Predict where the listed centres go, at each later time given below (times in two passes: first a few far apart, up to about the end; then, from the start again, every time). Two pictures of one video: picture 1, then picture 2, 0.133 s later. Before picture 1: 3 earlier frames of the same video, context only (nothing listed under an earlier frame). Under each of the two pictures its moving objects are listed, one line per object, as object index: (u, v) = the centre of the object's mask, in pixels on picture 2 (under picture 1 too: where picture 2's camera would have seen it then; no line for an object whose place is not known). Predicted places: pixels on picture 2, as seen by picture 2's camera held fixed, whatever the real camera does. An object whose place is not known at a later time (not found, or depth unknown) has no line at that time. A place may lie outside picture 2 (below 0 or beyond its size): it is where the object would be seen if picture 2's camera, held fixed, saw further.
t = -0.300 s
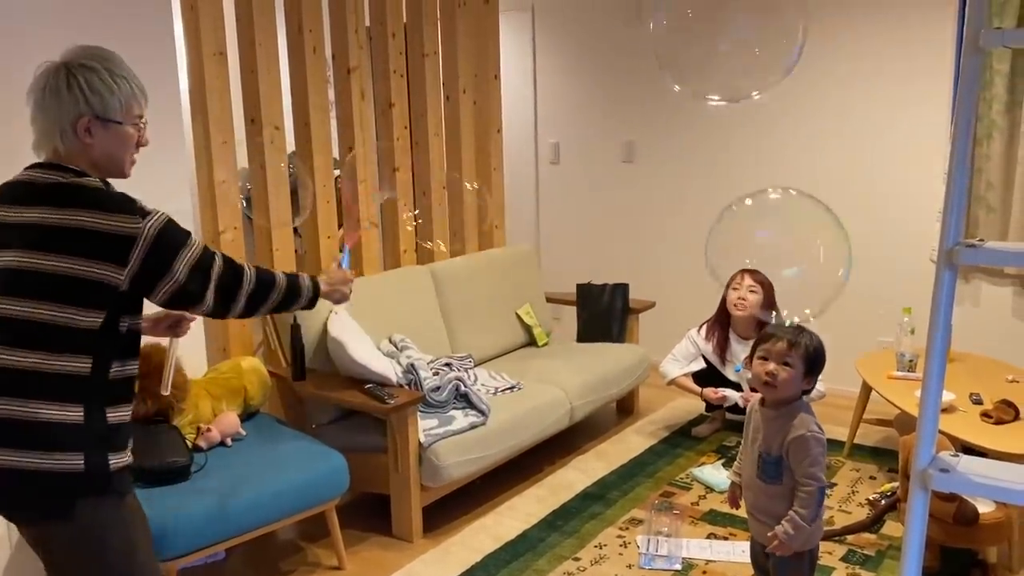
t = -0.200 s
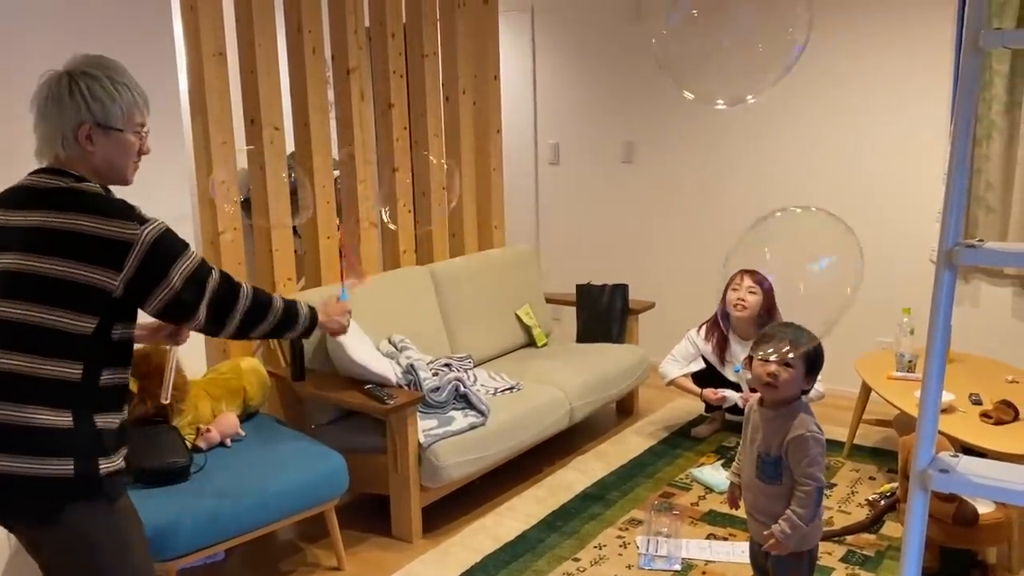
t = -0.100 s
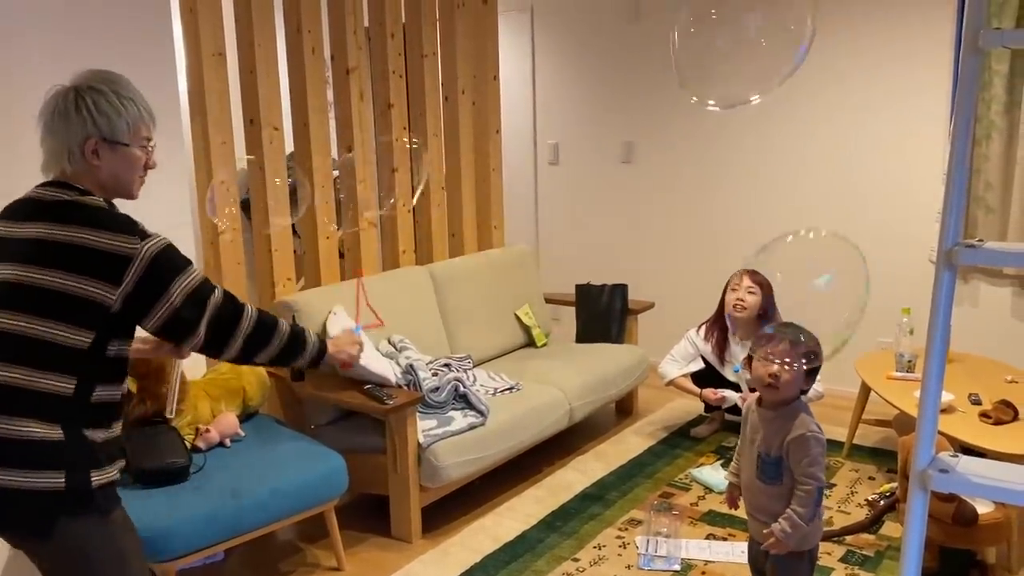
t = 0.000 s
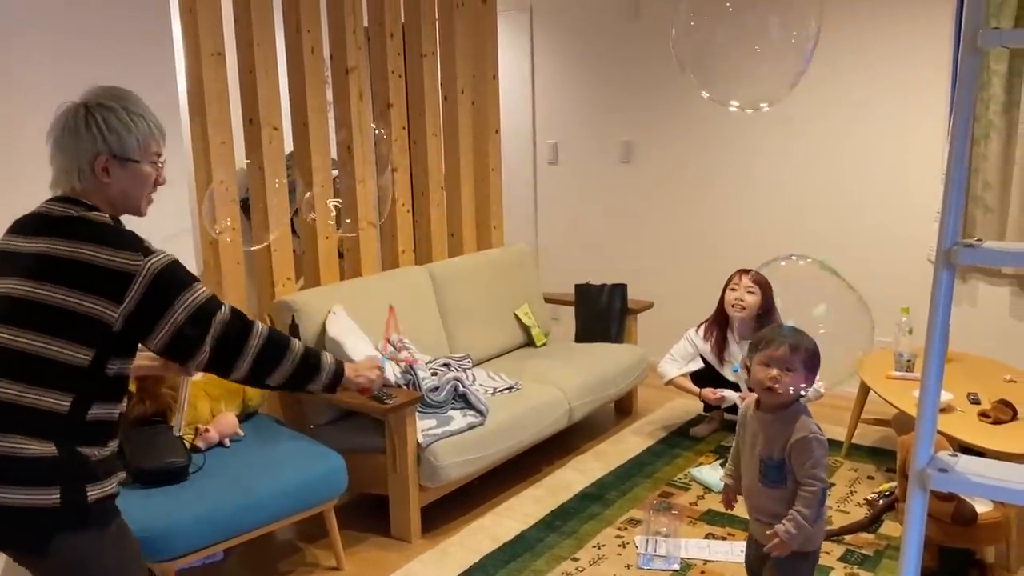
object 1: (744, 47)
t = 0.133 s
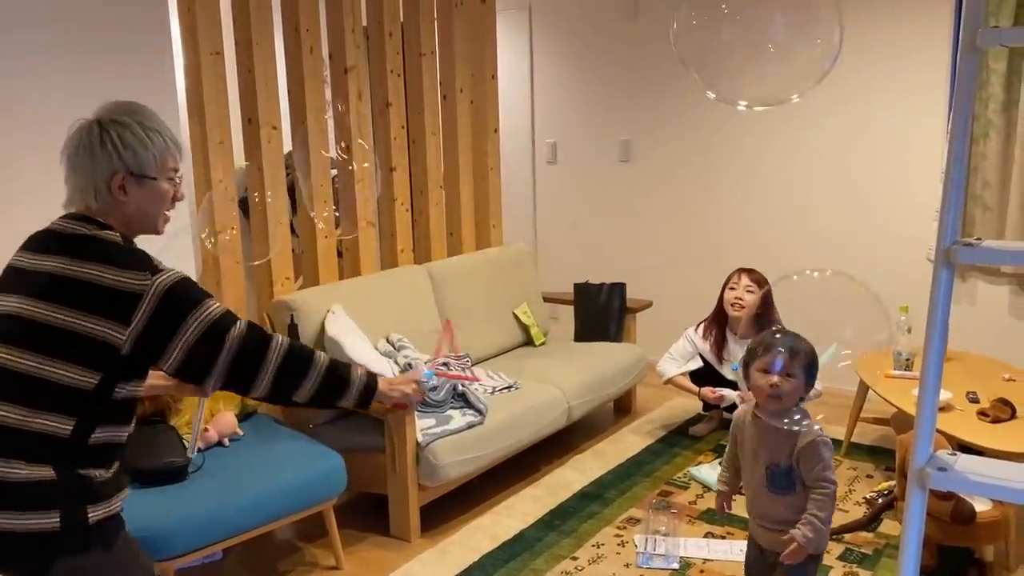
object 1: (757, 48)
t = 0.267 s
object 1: (762, 52)
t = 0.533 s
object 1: (784, 64)
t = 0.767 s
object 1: (801, 78)
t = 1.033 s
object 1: (814, 103)
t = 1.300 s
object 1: (828, 132)
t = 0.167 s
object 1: (759, 48)
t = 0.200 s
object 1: (760, 48)
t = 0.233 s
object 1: (761, 50)
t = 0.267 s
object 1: (762, 52)
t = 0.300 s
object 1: (762, 53)
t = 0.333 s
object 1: (764, 56)
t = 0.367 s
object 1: (766, 58)
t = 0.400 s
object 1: (771, 60)
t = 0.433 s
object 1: (774, 61)
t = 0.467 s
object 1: (777, 62)
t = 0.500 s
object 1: (781, 63)
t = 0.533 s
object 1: (784, 64)
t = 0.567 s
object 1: (786, 66)
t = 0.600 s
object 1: (788, 69)
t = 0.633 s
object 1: (791, 71)
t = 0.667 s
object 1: (794, 72)
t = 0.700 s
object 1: (797, 74)
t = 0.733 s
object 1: (799, 76)
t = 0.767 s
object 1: (801, 78)
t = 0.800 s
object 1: (802, 81)
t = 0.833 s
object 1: (804, 85)
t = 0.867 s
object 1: (805, 88)
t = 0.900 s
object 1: (807, 91)
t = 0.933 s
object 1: (809, 94)
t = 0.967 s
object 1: (810, 97)
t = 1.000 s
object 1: (812, 100)
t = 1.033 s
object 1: (814, 103)
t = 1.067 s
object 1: (816, 105)
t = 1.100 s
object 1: (819, 108)
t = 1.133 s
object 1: (821, 111)
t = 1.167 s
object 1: (823, 115)
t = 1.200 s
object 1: (824, 119)
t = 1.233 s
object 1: (825, 123)
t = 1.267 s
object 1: (827, 128)
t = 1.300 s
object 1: (828, 132)
